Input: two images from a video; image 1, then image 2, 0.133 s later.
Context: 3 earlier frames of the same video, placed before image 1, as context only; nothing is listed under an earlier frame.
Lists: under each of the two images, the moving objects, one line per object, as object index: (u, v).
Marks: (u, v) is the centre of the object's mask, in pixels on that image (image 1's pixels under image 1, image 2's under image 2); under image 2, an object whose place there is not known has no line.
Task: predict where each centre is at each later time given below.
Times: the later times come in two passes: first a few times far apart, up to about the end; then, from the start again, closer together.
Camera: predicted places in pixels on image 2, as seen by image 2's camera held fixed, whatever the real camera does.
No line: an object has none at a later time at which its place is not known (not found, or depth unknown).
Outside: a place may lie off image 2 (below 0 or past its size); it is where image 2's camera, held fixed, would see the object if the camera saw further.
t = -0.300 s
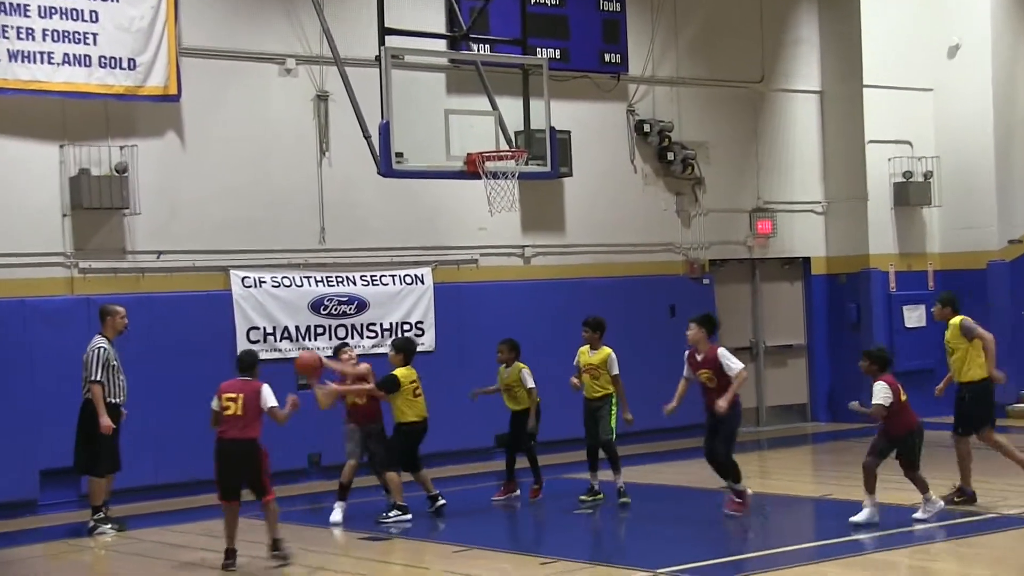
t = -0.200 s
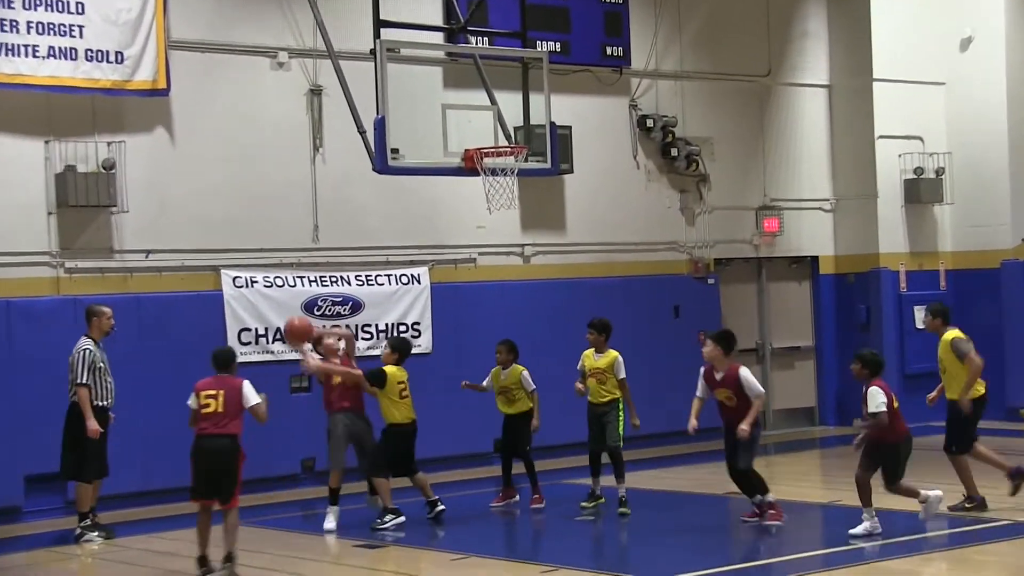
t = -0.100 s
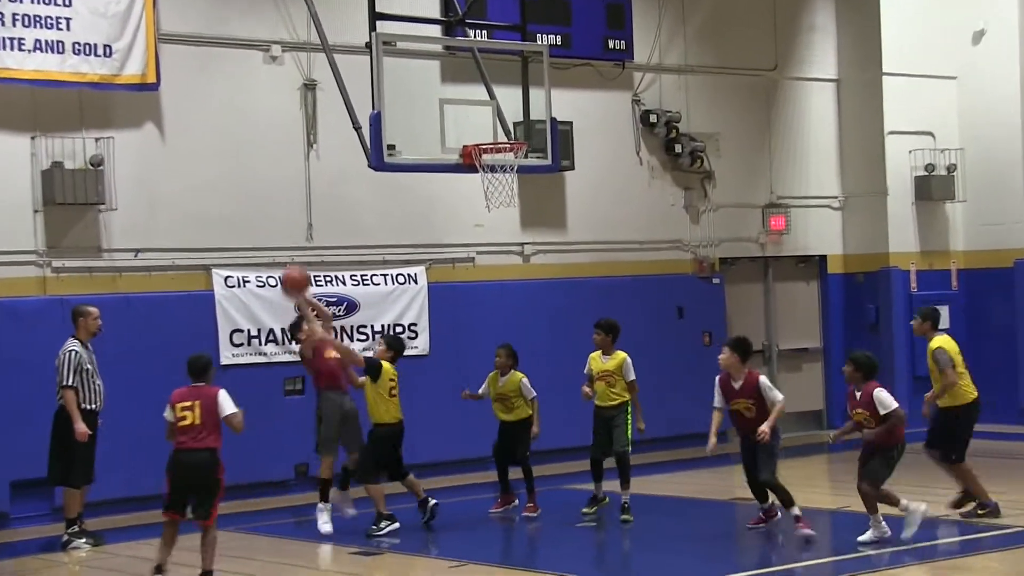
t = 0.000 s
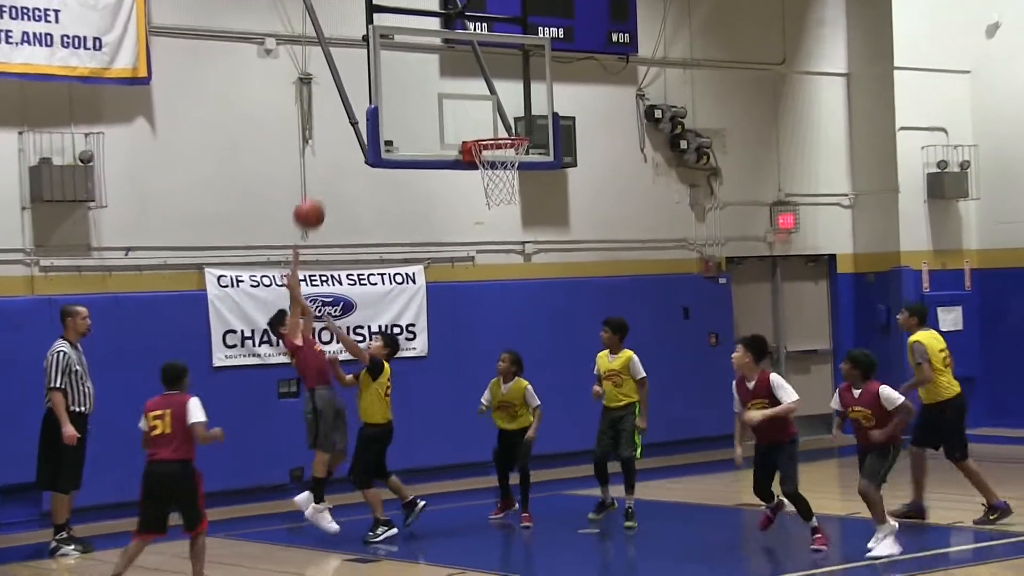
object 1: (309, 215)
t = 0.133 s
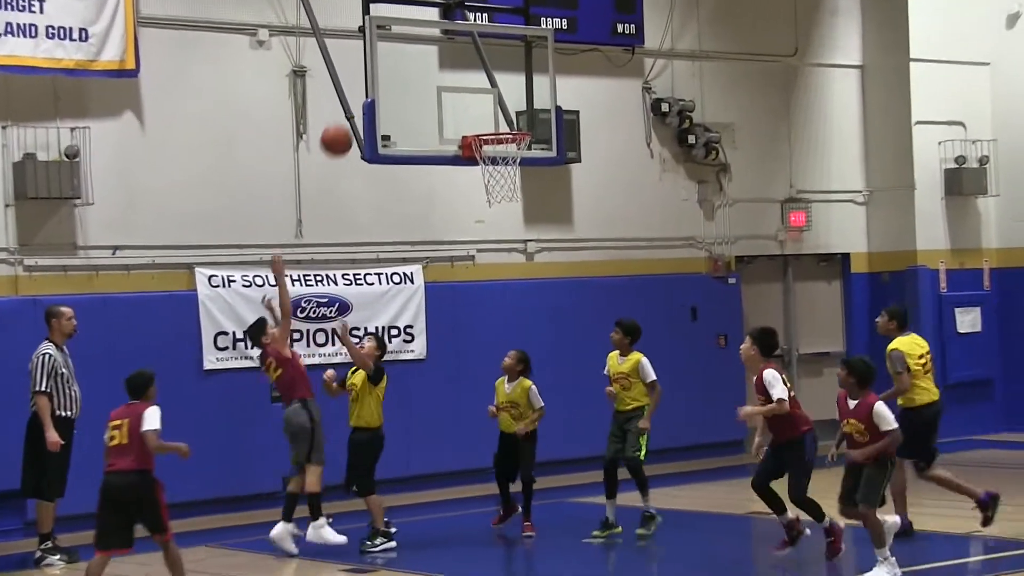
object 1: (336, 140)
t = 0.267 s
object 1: (371, 92)
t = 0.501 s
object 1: (429, 66)
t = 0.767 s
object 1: (499, 119)
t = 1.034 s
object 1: (533, 127)
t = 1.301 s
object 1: (574, 233)
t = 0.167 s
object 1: (346, 126)
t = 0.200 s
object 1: (354, 114)
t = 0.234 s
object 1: (362, 102)
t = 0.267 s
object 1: (371, 92)
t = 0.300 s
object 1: (379, 85)
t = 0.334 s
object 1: (388, 78)
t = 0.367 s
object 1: (395, 73)
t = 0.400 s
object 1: (404, 69)
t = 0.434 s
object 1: (412, 67)
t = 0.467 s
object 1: (421, 66)
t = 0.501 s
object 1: (429, 66)
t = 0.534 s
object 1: (438, 68)
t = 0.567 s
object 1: (446, 71)
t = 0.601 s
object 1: (455, 76)
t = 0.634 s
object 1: (464, 82)
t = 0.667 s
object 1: (472, 90)
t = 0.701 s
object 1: (481, 99)
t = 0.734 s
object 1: (490, 109)
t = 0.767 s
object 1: (499, 119)
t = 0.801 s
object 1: (503, 116)
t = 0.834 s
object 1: (507, 113)
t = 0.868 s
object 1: (511, 112)
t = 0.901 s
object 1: (516, 113)
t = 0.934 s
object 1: (519, 114)
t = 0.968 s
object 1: (523, 117)
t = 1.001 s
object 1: (528, 122)
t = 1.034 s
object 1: (533, 127)
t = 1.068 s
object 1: (538, 135)
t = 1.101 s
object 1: (543, 144)
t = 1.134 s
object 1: (547, 155)
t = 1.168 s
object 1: (552, 167)
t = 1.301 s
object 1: (574, 233)
